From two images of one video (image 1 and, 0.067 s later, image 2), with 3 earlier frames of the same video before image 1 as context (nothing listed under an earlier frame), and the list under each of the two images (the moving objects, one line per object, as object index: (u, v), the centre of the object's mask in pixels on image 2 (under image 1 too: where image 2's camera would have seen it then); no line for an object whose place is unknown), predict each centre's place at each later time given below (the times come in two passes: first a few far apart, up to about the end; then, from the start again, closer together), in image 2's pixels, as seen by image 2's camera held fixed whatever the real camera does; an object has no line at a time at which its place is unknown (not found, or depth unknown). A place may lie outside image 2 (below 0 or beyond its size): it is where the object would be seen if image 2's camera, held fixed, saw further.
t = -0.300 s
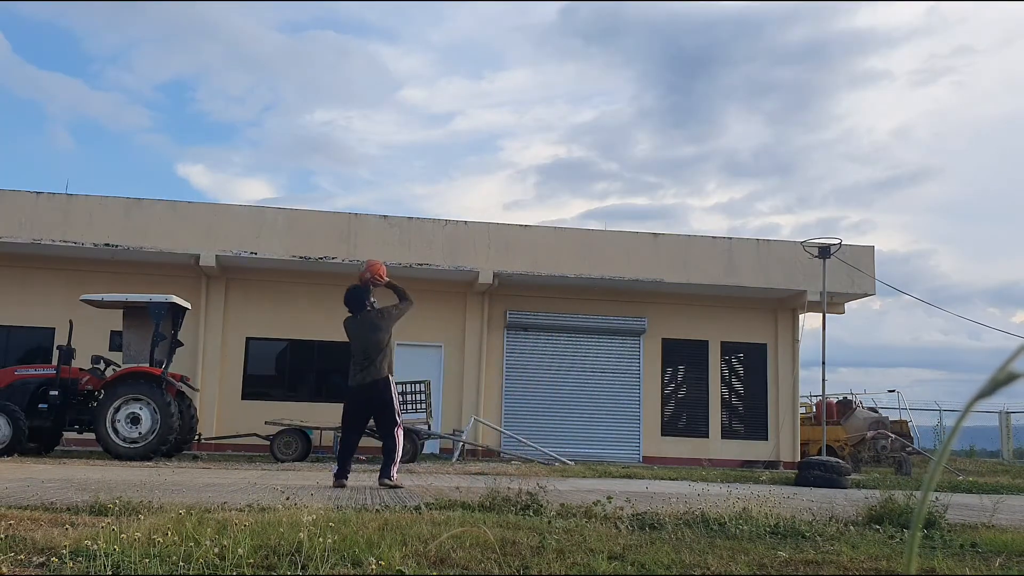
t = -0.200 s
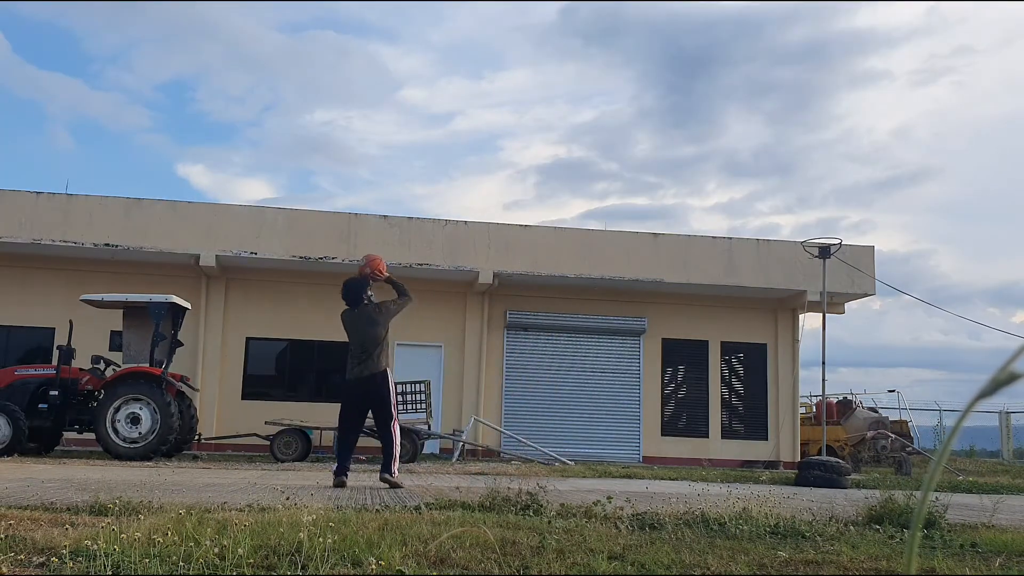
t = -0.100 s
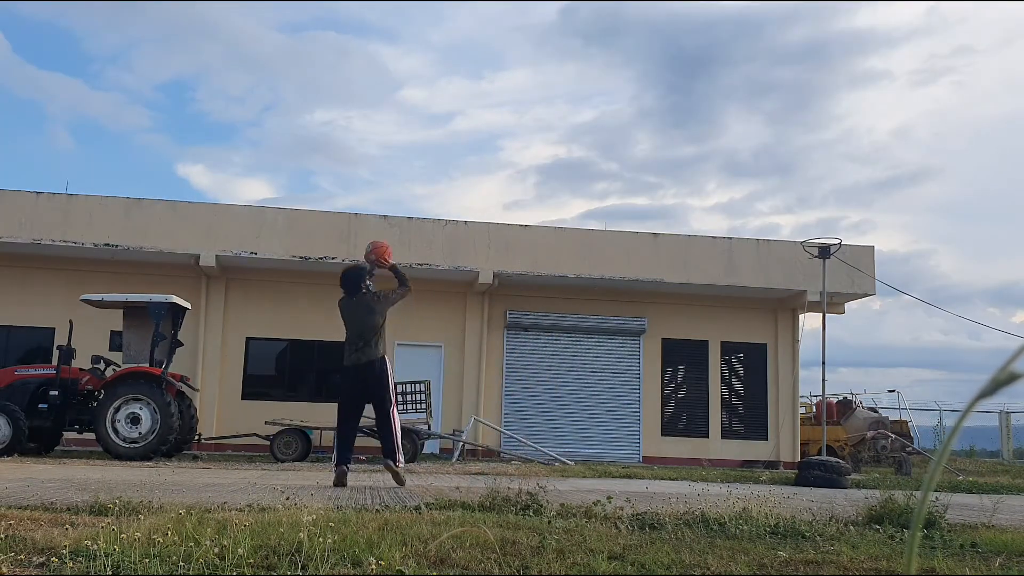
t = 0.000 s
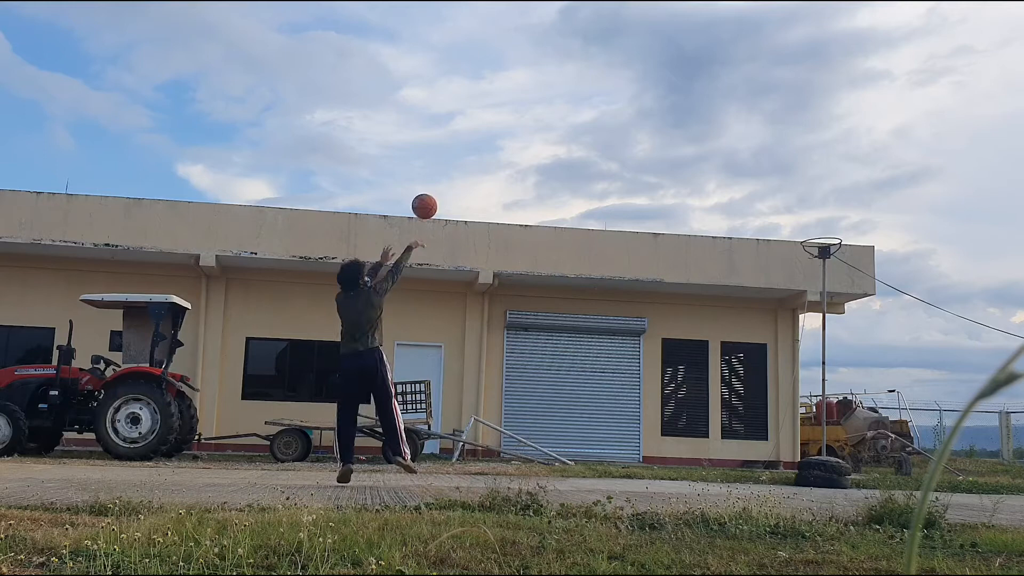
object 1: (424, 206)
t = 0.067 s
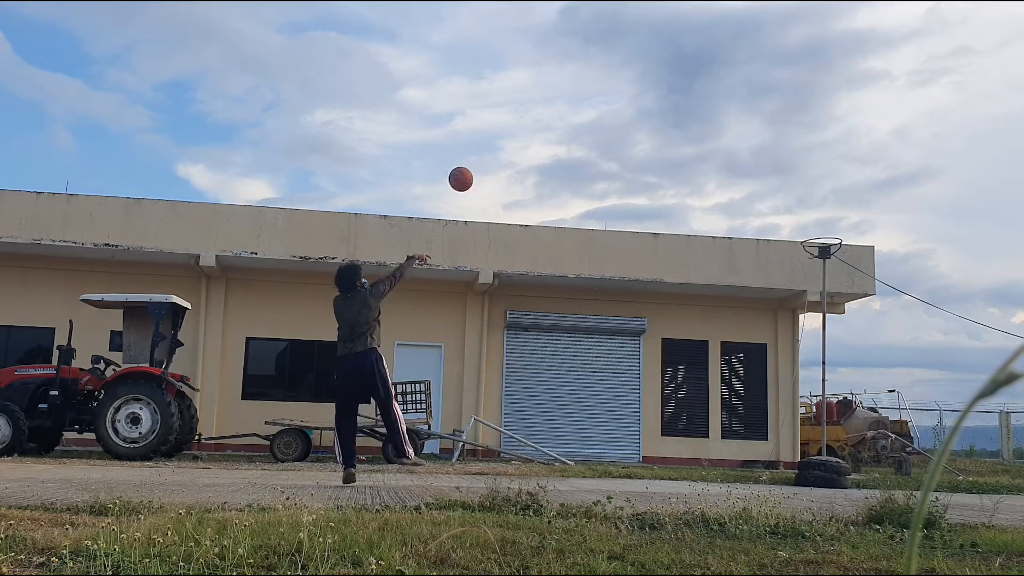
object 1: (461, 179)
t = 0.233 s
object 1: (542, 136)
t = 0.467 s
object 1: (639, 122)
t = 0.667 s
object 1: (709, 147)
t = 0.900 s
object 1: (781, 211)
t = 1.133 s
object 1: (813, 211)
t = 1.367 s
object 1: (831, 205)
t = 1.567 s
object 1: (844, 232)
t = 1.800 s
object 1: (859, 296)
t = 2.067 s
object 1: (875, 405)
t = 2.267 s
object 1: (886, 459)
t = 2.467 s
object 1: (891, 408)
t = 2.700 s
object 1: (899, 384)
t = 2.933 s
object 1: (907, 392)
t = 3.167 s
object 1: (916, 432)
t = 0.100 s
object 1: (478, 168)
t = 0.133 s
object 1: (495, 158)
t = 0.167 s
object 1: (511, 149)
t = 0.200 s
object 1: (527, 142)
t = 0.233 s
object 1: (542, 136)
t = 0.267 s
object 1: (557, 131)
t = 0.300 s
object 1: (572, 127)
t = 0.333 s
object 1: (586, 124)
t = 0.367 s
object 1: (600, 122)
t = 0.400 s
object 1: (613, 121)
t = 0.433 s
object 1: (626, 121)
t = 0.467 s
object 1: (639, 122)
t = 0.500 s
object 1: (651, 124)
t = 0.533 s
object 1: (663, 127)
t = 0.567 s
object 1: (675, 131)
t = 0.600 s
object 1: (687, 135)
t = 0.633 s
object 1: (698, 141)
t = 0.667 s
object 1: (709, 147)
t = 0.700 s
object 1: (720, 154)
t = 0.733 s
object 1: (731, 162)
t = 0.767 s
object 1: (741, 170)
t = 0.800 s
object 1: (752, 179)
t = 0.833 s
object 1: (762, 189)
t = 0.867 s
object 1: (772, 200)
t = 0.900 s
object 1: (781, 211)
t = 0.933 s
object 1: (791, 224)
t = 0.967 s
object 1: (800, 236)
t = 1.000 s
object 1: (804, 234)
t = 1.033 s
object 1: (806, 227)
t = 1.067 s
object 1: (809, 221)
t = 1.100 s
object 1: (811, 215)
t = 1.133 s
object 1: (813, 211)
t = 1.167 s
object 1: (816, 208)
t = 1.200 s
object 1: (818, 205)
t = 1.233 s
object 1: (822, 202)
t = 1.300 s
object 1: (827, 202)
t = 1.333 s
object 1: (829, 203)
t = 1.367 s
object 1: (831, 205)
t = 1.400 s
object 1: (834, 208)
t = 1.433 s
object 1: (836, 211)
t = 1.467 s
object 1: (838, 216)
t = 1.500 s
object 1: (840, 221)
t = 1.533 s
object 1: (842, 226)
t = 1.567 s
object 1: (844, 232)
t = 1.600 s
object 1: (846, 239)
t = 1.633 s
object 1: (849, 247)
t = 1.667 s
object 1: (851, 255)
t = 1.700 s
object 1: (853, 264)
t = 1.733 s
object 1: (854, 275)
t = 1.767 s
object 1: (857, 285)
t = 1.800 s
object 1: (859, 296)
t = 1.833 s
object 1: (861, 307)
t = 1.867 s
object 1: (863, 319)
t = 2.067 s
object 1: (875, 405)
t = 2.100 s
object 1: (878, 420)
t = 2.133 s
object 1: (879, 439)
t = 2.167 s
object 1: (880, 456)
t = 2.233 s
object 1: (885, 471)
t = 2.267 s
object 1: (886, 459)
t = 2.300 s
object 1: (887, 449)
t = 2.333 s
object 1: (888, 439)
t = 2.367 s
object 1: (888, 430)
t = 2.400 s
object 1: (890, 423)
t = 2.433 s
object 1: (890, 415)
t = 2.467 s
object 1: (891, 408)
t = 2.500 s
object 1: (892, 403)
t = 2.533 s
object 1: (893, 397)
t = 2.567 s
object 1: (894, 393)
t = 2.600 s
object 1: (895, 390)
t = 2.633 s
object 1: (896, 387)
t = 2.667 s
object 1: (897, 385)
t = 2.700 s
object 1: (899, 384)
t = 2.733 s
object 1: (900, 383)
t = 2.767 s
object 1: (901, 383)
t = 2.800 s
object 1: (902, 383)
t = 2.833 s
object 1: (903, 384)
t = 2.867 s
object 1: (905, 386)
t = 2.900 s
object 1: (906, 389)
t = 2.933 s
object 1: (907, 392)
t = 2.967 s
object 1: (908, 396)
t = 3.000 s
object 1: (909, 400)
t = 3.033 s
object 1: (911, 405)
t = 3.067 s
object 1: (912, 411)
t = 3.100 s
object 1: (913, 418)
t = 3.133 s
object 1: (914, 425)
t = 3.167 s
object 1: (916, 432)
